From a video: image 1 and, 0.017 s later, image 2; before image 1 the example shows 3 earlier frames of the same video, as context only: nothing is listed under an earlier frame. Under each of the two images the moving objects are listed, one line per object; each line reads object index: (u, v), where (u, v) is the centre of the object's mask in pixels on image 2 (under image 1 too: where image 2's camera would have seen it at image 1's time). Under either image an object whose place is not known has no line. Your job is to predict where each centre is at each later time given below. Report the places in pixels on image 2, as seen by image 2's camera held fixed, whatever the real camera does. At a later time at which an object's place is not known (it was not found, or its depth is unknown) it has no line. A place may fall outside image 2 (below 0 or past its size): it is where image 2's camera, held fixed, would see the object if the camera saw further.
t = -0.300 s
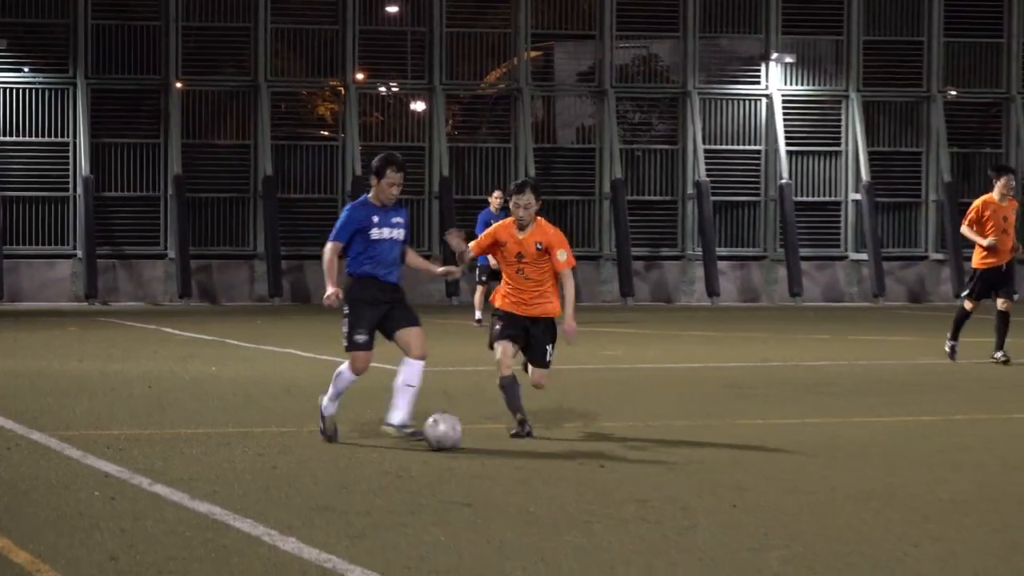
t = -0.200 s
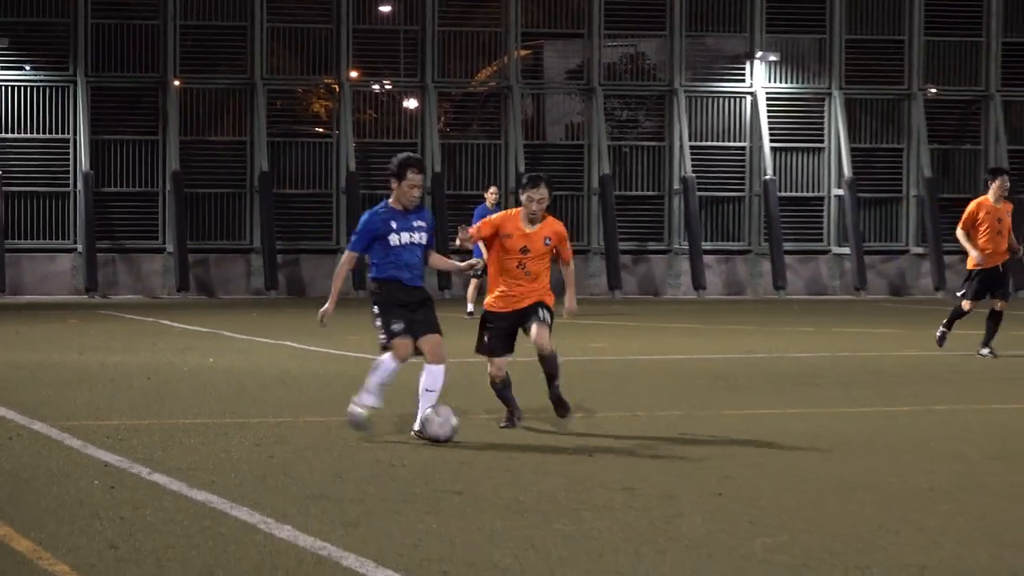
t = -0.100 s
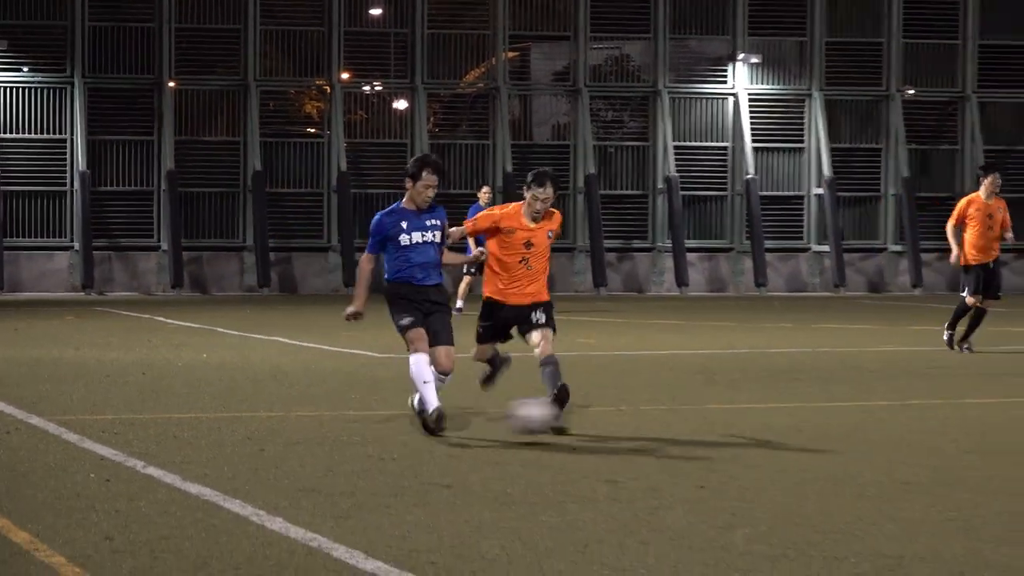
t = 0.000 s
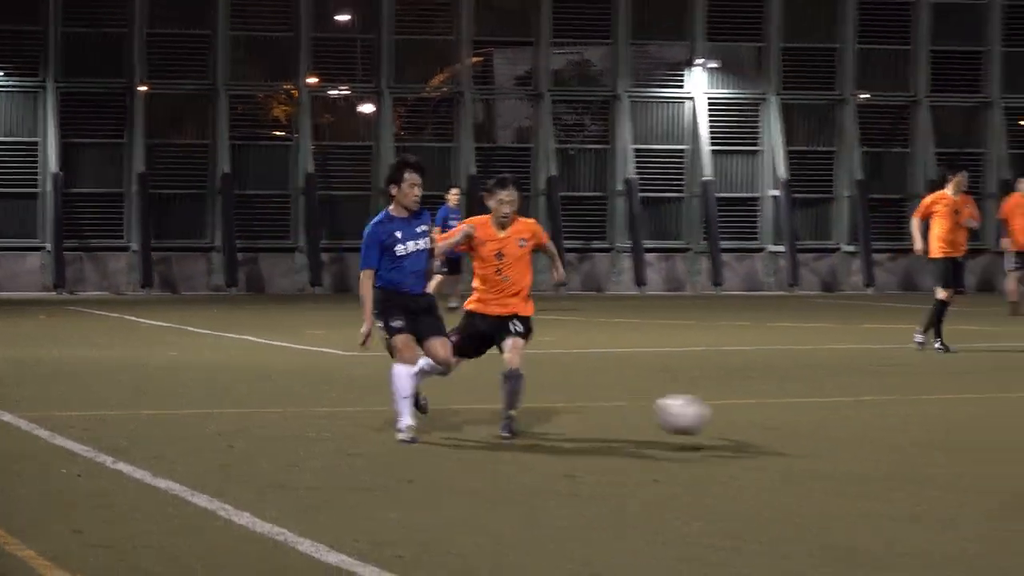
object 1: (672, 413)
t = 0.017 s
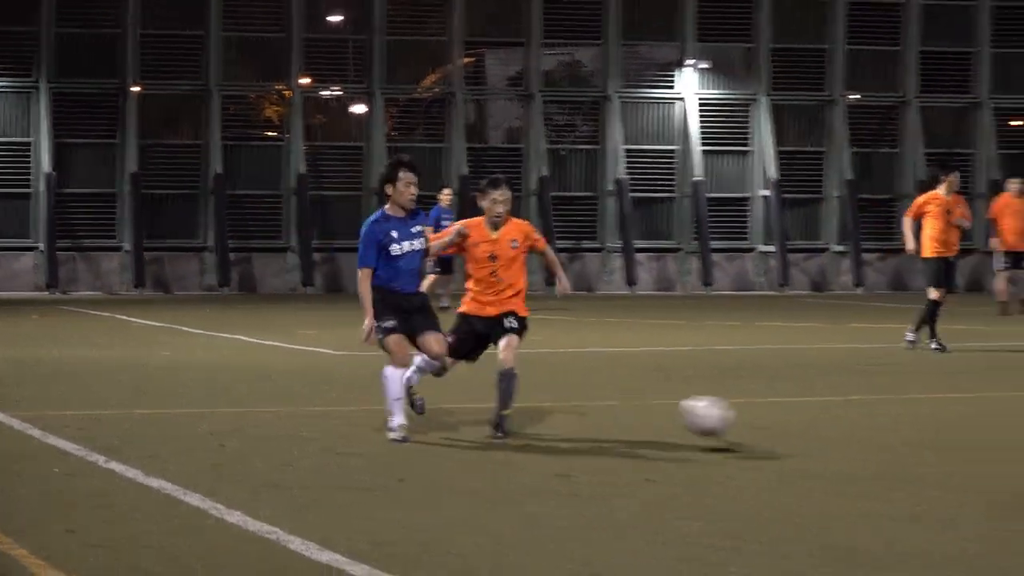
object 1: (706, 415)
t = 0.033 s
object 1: (741, 418)
